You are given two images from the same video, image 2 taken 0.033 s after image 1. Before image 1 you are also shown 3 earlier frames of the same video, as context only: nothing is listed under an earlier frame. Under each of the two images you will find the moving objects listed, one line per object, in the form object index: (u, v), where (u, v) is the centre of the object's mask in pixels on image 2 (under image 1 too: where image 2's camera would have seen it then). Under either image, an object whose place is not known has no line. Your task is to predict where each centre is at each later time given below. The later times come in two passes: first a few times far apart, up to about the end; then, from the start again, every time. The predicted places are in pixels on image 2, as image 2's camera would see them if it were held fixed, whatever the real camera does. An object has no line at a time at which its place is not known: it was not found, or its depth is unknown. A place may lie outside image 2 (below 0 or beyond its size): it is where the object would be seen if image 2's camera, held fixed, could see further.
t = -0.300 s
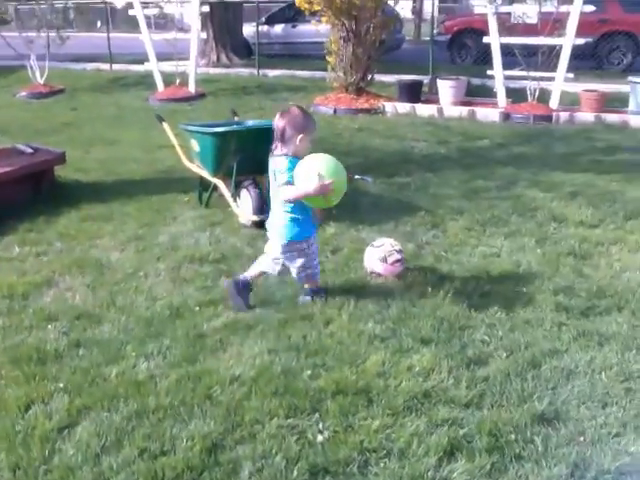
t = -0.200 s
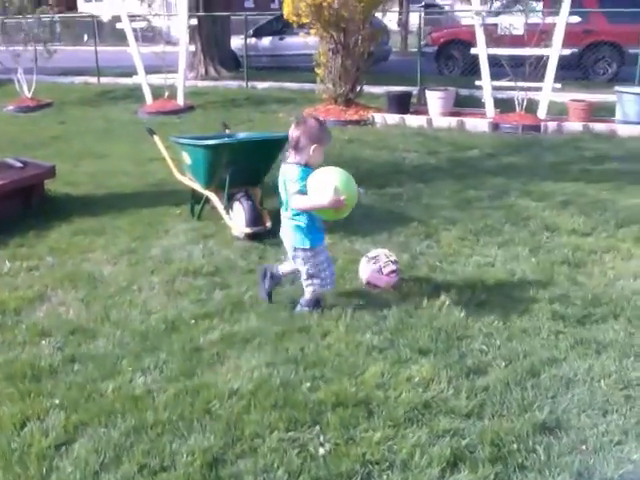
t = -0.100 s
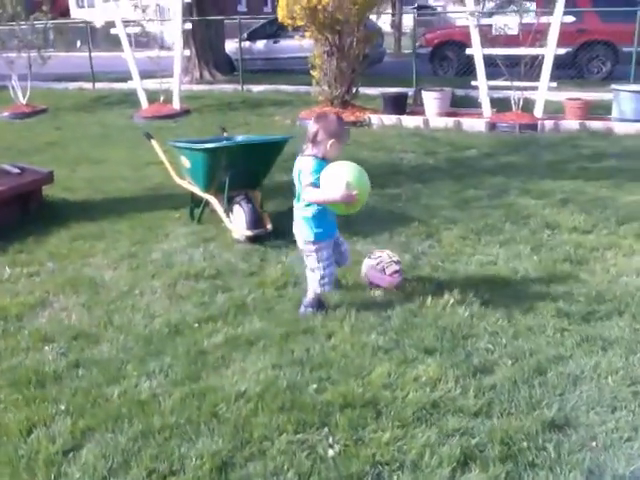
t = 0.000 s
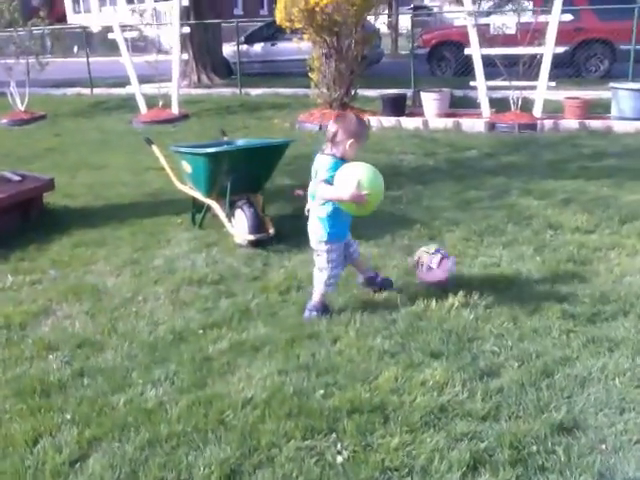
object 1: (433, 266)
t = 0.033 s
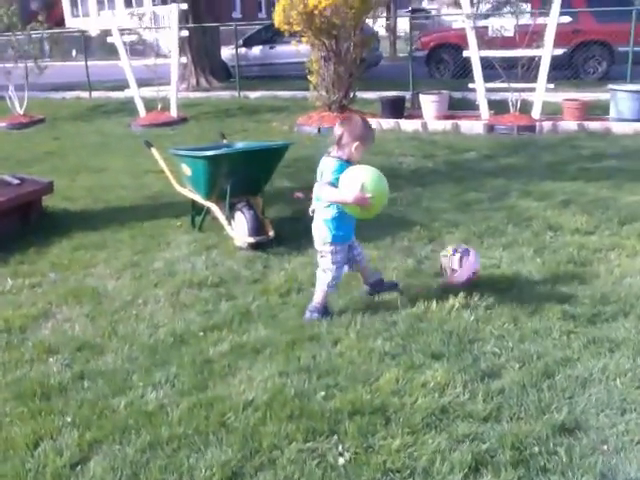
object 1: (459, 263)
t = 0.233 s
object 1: (573, 268)
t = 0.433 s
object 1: (621, 267)
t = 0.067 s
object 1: (483, 263)
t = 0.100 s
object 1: (506, 265)
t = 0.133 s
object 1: (529, 268)
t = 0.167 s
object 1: (551, 272)
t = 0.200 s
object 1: (565, 272)
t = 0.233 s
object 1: (573, 268)
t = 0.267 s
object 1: (582, 265)
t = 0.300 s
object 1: (590, 265)
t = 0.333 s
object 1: (598, 265)
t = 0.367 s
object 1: (605, 267)
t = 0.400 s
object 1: (612, 268)
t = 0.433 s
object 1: (621, 267)
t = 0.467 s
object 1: (628, 267)
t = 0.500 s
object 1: (636, 267)
